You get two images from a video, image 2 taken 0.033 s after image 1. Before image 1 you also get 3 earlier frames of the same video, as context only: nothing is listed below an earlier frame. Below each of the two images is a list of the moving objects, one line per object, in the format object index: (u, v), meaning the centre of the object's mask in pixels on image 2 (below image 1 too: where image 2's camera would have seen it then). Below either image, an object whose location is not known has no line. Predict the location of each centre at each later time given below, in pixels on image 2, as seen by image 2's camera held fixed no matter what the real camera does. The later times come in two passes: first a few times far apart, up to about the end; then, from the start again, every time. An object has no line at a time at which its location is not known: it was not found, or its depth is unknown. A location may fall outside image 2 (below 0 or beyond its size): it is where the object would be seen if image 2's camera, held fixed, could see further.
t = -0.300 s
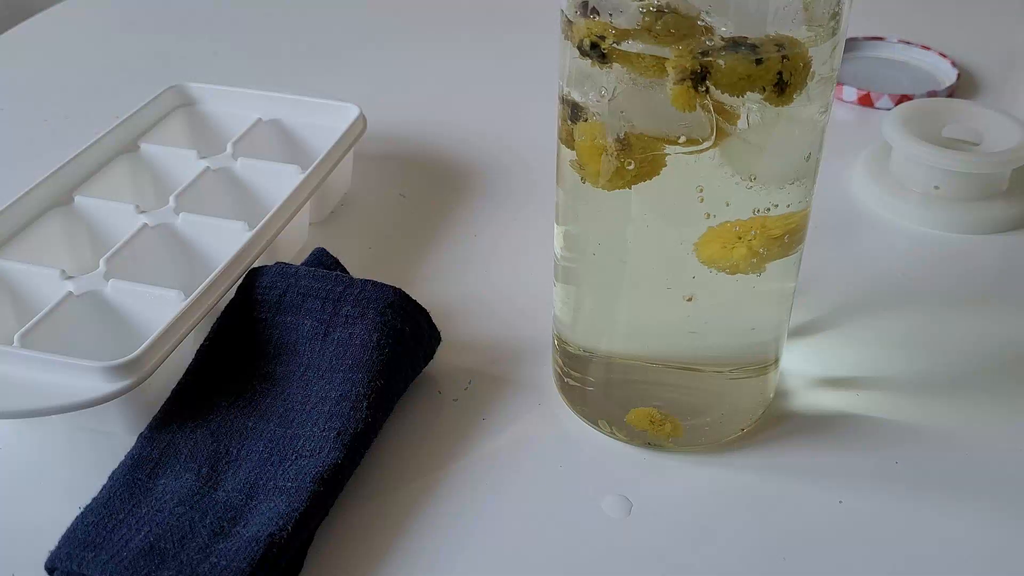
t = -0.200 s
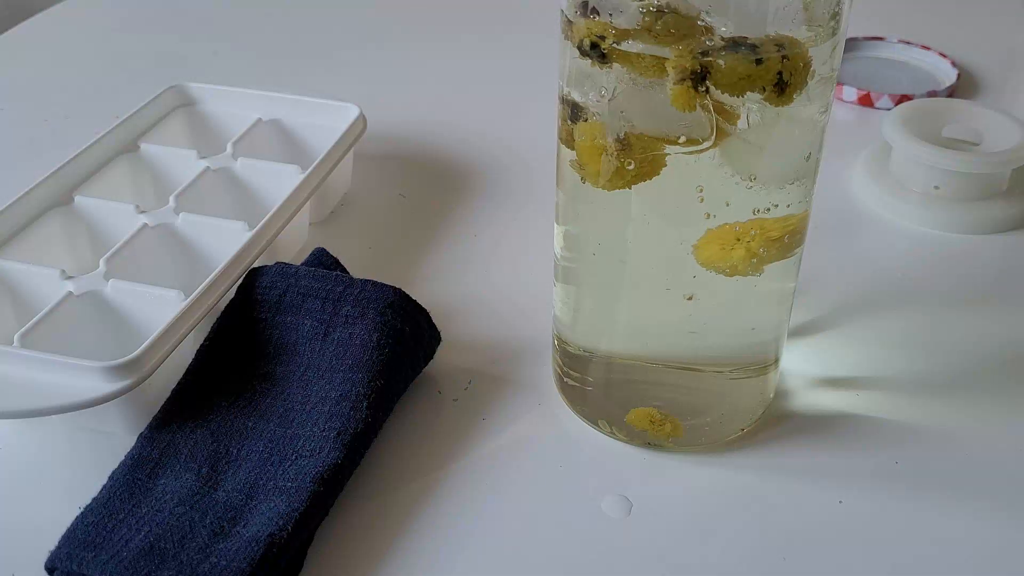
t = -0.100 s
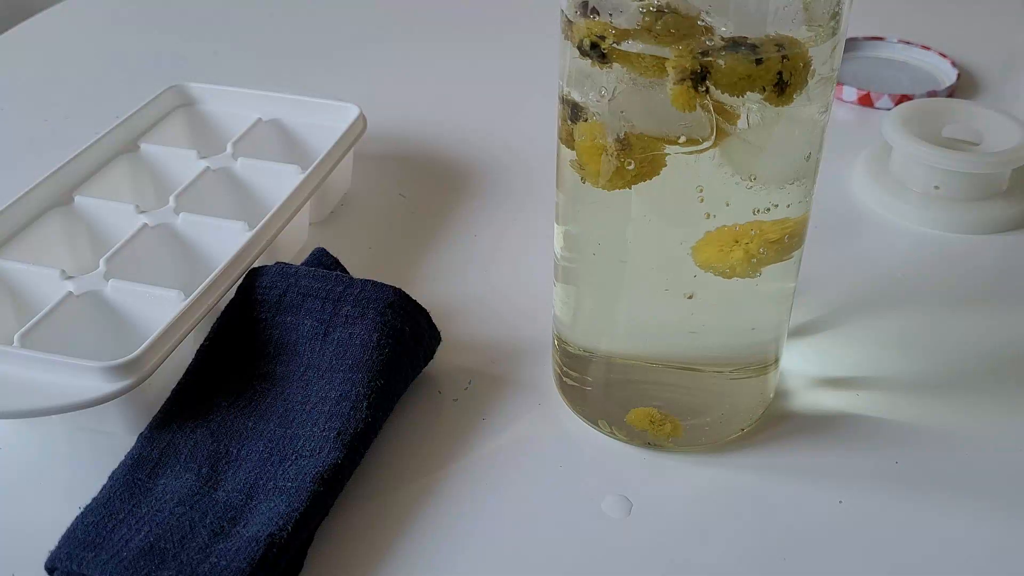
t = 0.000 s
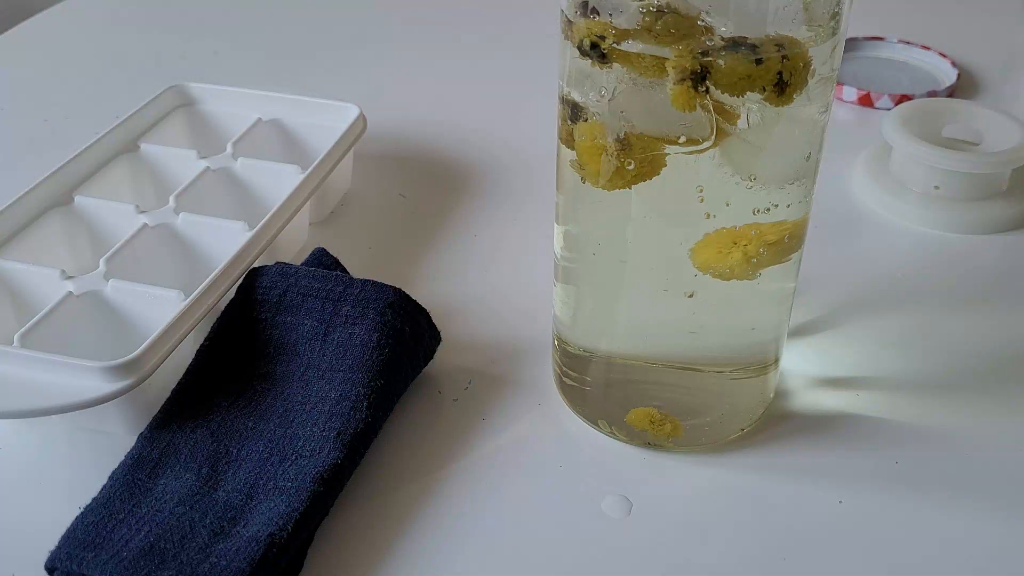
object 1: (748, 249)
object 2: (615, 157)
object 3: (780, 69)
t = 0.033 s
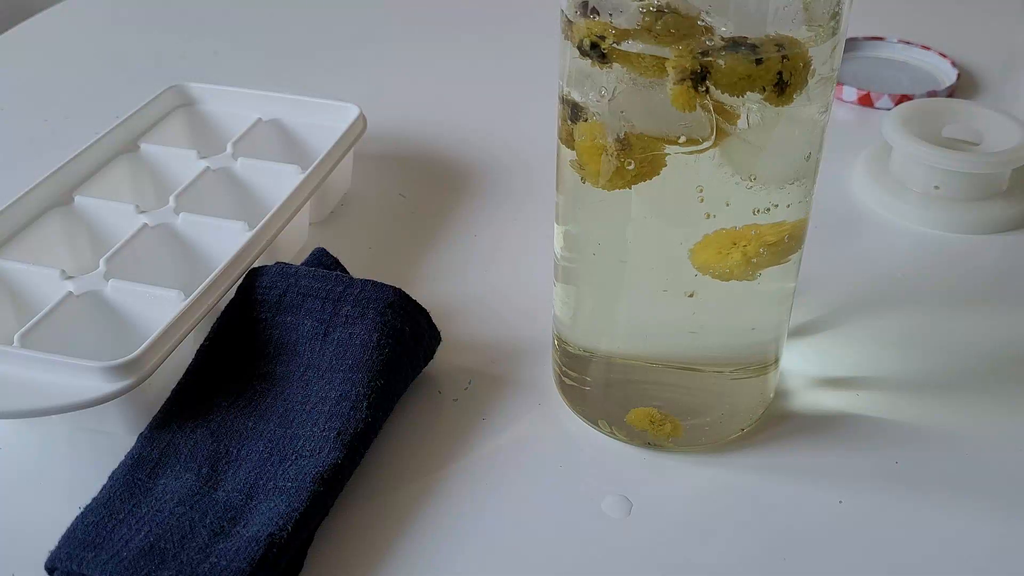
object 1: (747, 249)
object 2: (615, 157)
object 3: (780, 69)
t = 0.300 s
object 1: (744, 255)
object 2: (615, 157)
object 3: (781, 69)
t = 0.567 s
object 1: (740, 261)
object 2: (615, 157)
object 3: (780, 69)
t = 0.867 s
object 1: (735, 268)
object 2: (615, 157)
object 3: (780, 69)
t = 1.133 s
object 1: (729, 274)
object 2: (615, 157)
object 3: (780, 69)
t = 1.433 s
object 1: (720, 282)
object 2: (616, 157)
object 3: (780, 69)
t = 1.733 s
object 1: (713, 288)
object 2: (616, 157)
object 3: (779, 69)
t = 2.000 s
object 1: (707, 294)
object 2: (616, 157)
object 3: (783, 69)
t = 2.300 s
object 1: (701, 300)
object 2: (616, 157)
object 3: (783, 69)
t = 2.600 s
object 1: (695, 305)
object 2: (616, 158)
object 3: (783, 69)
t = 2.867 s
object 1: (690, 310)
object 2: (616, 158)
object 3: (783, 69)
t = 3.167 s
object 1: (684, 314)
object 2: (616, 159)
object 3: (783, 67)
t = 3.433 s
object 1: (681, 318)
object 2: (610, 168)
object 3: (781, 67)
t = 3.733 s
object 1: (678, 325)
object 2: (611, 162)
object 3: (787, 64)
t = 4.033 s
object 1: (683, 327)
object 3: (791, 61)
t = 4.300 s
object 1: (686, 324)
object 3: (791, 60)
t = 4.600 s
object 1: (690, 328)
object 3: (789, 60)
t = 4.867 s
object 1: (700, 339)
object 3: (789, 61)
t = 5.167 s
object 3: (789, 60)
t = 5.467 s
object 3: (789, 60)
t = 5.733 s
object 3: (789, 60)
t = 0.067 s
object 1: (747, 250)
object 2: (615, 157)
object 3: (780, 69)
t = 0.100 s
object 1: (747, 251)
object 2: (615, 157)
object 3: (780, 69)
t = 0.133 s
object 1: (746, 251)
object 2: (615, 157)
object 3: (780, 69)
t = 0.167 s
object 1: (745, 252)
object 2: (615, 157)
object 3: (780, 69)
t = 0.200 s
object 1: (745, 253)
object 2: (615, 157)
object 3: (780, 69)
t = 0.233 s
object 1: (745, 253)
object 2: (615, 157)
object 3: (780, 69)
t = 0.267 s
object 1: (744, 254)
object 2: (615, 157)
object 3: (780, 69)
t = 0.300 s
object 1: (744, 255)
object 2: (615, 157)
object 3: (781, 69)
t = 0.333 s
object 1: (743, 256)
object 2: (615, 157)
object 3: (780, 69)
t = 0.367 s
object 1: (743, 256)
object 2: (615, 157)
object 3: (780, 69)
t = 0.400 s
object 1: (742, 257)
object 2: (615, 157)
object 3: (780, 69)
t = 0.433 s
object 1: (742, 258)
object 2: (615, 157)
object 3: (780, 69)
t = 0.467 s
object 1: (741, 259)
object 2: (615, 157)
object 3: (780, 69)
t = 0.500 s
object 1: (741, 259)
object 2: (615, 157)
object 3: (780, 69)
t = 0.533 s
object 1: (740, 260)
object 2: (615, 157)
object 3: (780, 69)
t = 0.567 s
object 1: (740, 261)
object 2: (615, 157)
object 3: (780, 69)
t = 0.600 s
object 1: (739, 262)
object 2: (615, 157)
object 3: (780, 69)
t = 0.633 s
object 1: (739, 262)
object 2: (615, 157)
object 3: (780, 69)
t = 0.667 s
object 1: (738, 263)
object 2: (615, 157)
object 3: (780, 69)
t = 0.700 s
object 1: (737, 264)
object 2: (615, 157)
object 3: (780, 69)
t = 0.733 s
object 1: (737, 265)
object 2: (615, 157)
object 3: (780, 69)
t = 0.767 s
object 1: (736, 265)
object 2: (615, 157)
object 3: (780, 69)
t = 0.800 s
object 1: (735, 266)
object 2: (615, 157)
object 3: (780, 69)
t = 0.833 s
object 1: (735, 267)
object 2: (615, 157)
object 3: (780, 69)
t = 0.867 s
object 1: (735, 268)
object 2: (615, 157)
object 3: (780, 69)
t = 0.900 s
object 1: (734, 269)
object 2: (615, 157)
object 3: (780, 69)
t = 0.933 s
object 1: (733, 270)
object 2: (615, 157)
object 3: (780, 69)
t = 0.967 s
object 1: (732, 270)
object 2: (615, 157)
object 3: (780, 69)
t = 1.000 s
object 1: (732, 271)
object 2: (615, 157)
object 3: (780, 69)
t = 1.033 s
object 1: (731, 272)
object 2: (615, 157)
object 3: (780, 69)
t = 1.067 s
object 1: (730, 273)
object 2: (615, 157)
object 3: (780, 69)
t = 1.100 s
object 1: (730, 273)
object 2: (615, 157)
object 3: (780, 69)
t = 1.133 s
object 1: (729, 274)
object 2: (615, 157)
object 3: (780, 69)
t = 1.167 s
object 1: (729, 275)
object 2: (616, 157)
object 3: (780, 69)
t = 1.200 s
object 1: (728, 276)
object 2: (616, 157)
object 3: (780, 69)
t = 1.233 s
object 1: (726, 277)
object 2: (616, 157)
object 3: (780, 69)
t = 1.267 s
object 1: (725, 278)
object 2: (616, 157)
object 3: (780, 69)
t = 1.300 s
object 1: (724, 278)
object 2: (616, 157)
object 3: (780, 69)
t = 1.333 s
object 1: (723, 279)
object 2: (616, 157)
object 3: (780, 69)
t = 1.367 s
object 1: (722, 280)
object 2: (616, 157)
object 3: (780, 69)
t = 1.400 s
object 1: (721, 281)
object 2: (616, 157)
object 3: (780, 69)
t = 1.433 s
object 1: (720, 282)
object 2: (616, 157)
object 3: (780, 69)
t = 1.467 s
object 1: (719, 282)
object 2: (616, 157)
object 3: (780, 69)
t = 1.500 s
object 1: (718, 283)
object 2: (616, 157)
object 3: (780, 69)
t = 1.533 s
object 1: (718, 284)
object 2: (616, 157)
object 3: (780, 69)
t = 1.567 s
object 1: (717, 285)
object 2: (616, 157)
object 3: (780, 69)
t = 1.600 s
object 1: (716, 286)
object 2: (616, 157)
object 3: (780, 69)
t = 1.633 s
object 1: (715, 286)
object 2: (616, 157)
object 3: (780, 69)
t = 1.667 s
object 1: (715, 287)
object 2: (616, 157)
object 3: (779, 69)
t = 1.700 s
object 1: (714, 288)
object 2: (616, 157)
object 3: (779, 69)
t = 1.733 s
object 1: (713, 288)
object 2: (616, 157)
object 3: (779, 69)
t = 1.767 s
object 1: (712, 289)
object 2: (616, 157)
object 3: (779, 69)
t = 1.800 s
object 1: (711, 290)
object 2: (616, 157)
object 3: (778, 69)
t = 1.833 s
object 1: (711, 291)
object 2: (616, 157)
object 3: (778, 69)
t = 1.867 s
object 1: (710, 291)
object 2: (616, 157)
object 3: (783, 69)
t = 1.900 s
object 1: (709, 292)
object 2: (616, 157)
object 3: (783, 69)
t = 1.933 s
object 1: (709, 293)
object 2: (616, 157)
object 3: (783, 69)
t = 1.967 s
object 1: (708, 293)
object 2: (616, 157)
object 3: (783, 69)
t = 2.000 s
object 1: (707, 294)
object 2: (616, 157)
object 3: (783, 69)
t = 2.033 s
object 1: (706, 295)
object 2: (616, 157)
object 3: (783, 69)
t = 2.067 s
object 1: (706, 295)
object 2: (616, 157)
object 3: (783, 69)
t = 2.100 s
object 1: (705, 296)
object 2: (616, 157)
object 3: (783, 69)
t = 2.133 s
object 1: (704, 297)
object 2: (616, 157)
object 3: (783, 69)
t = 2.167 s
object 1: (704, 297)
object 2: (616, 157)
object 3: (783, 69)
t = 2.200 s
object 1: (703, 298)
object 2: (616, 157)
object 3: (783, 69)
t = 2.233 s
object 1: (702, 299)
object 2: (616, 157)
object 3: (783, 69)
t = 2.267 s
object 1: (701, 299)
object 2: (616, 157)
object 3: (783, 69)
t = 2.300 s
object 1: (701, 300)
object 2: (616, 157)
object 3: (783, 69)
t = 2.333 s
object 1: (700, 300)
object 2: (616, 157)
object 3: (783, 69)
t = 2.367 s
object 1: (699, 301)
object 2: (616, 157)
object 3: (783, 69)
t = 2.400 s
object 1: (699, 302)
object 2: (616, 157)
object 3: (783, 69)
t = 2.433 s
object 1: (698, 302)
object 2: (616, 157)
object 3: (783, 69)
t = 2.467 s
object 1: (697, 303)
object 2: (616, 157)
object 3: (783, 69)
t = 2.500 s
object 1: (697, 303)
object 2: (616, 157)
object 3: (783, 69)
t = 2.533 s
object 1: (696, 304)
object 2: (616, 158)
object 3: (783, 69)
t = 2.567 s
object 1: (695, 304)
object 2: (616, 158)
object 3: (783, 69)
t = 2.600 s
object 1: (695, 305)
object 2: (616, 158)
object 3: (783, 69)
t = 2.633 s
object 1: (694, 305)
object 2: (616, 158)
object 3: (783, 69)
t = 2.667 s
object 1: (694, 306)
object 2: (616, 158)
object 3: (783, 69)
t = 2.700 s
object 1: (693, 306)
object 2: (616, 158)
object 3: (783, 69)
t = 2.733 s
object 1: (693, 307)
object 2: (616, 158)
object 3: (783, 69)
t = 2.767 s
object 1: (692, 308)
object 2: (616, 158)
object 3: (783, 69)
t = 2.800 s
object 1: (691, 308)
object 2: (616, 158)
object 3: (783, 69)
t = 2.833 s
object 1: (690, 309)
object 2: (616, 158)
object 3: (783, 69)
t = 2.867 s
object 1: (690, 310)
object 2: (616, 158)
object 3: (783, 69)
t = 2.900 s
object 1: (689, 310)
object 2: (616, 158)
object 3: (783, 69)
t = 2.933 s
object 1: (688, 311)
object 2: (616, 158)
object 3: (783, 69)
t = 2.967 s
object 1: (688, 311)
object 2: (616, 158)
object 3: (783, 69)
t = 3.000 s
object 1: (687, 312)
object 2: (617, 158)
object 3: (783, 69)
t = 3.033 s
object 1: (687, 312)
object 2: (617, 158)
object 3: (783, 69)
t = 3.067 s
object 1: (686, 313)
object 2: (617, 158)
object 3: (783, 69)
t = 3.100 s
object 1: (686, 313)
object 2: (617, 158)
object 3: (784, 68)
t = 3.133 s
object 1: (685, 314)
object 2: (616, 158)
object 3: (784, 67)
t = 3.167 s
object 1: (684, 314)
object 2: (616, 159)
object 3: (783, 67)
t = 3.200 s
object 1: (684, 315)
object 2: (615, 160)
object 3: (783, 67)
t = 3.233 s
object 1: (684, 315)
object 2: (613, 162)
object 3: (782, 67)
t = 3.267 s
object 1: (683, 316)
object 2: (612, 163)
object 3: (781, 67)
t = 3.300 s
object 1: (683, 316)
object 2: (611, 164)
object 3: (780, 67)
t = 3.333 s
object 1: (682, 317)
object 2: (611, 165)
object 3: (780, 67)
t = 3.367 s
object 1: (681, 317)
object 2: (610, 166)
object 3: (780, 67)
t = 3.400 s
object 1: (681, 318)
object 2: (610, 168)
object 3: (780, 67)
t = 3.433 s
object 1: (681, 318)
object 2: (610, 168)
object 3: (781, 67)
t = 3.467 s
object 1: (680, 319)
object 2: (609, 169)
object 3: (781, 68)
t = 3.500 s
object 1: (680, 320)
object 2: (609, 169)
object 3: (781, 68)
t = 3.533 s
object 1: (680, 320)
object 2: (608, 169)
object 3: (782, 68)
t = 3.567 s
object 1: (679, 321)
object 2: (608, 169)
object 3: (782, 67)
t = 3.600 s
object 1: (679, 322)
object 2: (609, 167)
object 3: (782, 67)
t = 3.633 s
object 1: (679, 322)
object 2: (607, 168)
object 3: (784, 66)
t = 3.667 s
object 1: (678, 323)
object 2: (611, 164)
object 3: (785, 65)
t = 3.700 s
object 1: (678, 324)
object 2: (612, 162)
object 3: (786, 64)
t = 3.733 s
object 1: (678, 325)
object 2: (611, 162)
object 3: (787, 64)
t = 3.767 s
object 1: (678, 325)
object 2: (613, 160)
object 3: (788, 64)
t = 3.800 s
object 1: (679, 326)
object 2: (614, 160)
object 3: (789, 64)
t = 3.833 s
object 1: (679, 327)
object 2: (614, 160)
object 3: (789, 64)
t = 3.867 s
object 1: (679, 327)
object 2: (614, 160)
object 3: (789, 63)
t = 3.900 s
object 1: (680, 328)
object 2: (614, 160)
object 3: (790, 63)
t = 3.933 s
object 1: (680, 328)
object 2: (616, 161)
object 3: (790, 63)
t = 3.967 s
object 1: (681, 328)
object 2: (617, 162)
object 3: (791, 62)
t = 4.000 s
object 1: (682, 328)
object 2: (618, 165)
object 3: (791, 62)
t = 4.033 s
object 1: (683, 327)
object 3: (791, 61)
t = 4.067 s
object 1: (683, 327)
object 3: (791, 61)
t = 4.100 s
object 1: (684, 326)
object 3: (791, 61)
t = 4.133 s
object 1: (685, 326)
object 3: (791, 61)
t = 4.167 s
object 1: (685, 325)
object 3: (791, 61)
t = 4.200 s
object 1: (685, 325)
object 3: (791, 61)
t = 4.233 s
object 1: (686, 324)
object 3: (791, 61)
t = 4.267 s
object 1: (686, 324)
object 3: (791, 61)
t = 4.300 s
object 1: (686, 324)
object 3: (791, 60)
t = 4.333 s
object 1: (686, 324)
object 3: (791, 61)
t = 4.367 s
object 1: (686, 323)
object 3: (790, 61)
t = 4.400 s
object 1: (687, 324)
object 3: (790, 60)
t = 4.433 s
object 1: (687, 324)
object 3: (790, 60)
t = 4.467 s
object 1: (688, 324)
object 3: (790, 60)
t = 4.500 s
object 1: (688, 325)
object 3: (790, 60)
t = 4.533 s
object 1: (689, 326)
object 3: (790, 60)
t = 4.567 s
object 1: (690, 327)
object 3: (789, 60)
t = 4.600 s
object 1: (690, 328)
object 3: (789, 60)
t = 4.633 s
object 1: (692, 329)
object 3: (789, 60)
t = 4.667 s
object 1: (692, 330)
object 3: (789, 61)
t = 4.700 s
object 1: (695, 332)
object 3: (789, 61)
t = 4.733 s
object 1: (696, 333)
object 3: (789, 61)
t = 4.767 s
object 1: (697, 334)
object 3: (789, 61)
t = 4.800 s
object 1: (698, 336)
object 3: (789, 61)
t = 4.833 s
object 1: (699, 337)
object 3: (789, 61)
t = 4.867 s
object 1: (700, 339)
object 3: (789, 61)
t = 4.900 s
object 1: (701, 341)
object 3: (789, 61)
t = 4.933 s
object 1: (701, 343)
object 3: (789, 61)
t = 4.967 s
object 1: (702, 345)
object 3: (789, 61)
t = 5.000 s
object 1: (703, 346)
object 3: (789, 61)
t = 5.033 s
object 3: (789, 61)
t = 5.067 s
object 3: (789, 61)
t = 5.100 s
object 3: (789, 61)
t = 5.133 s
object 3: (789, 61)
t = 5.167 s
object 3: (789, 60)
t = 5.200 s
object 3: (789, 61)
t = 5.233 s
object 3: (789, 61)
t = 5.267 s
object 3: (789, 61)
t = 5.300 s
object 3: (789, 60)
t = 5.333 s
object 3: (789, 61)
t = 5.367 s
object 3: (789, 60)
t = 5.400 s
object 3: (789, 60)
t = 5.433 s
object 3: (789, 60)
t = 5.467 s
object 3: (789, 60)
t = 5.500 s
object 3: (789, 60)
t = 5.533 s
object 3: (789, 60)
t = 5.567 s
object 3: (789, 60)
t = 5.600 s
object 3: (789, 60)
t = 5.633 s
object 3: (789, 60)
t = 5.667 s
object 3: (789, 60)
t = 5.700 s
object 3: (789, 60)
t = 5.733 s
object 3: (789, 60)
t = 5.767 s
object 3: (789, 60)
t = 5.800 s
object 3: (789, 60)
